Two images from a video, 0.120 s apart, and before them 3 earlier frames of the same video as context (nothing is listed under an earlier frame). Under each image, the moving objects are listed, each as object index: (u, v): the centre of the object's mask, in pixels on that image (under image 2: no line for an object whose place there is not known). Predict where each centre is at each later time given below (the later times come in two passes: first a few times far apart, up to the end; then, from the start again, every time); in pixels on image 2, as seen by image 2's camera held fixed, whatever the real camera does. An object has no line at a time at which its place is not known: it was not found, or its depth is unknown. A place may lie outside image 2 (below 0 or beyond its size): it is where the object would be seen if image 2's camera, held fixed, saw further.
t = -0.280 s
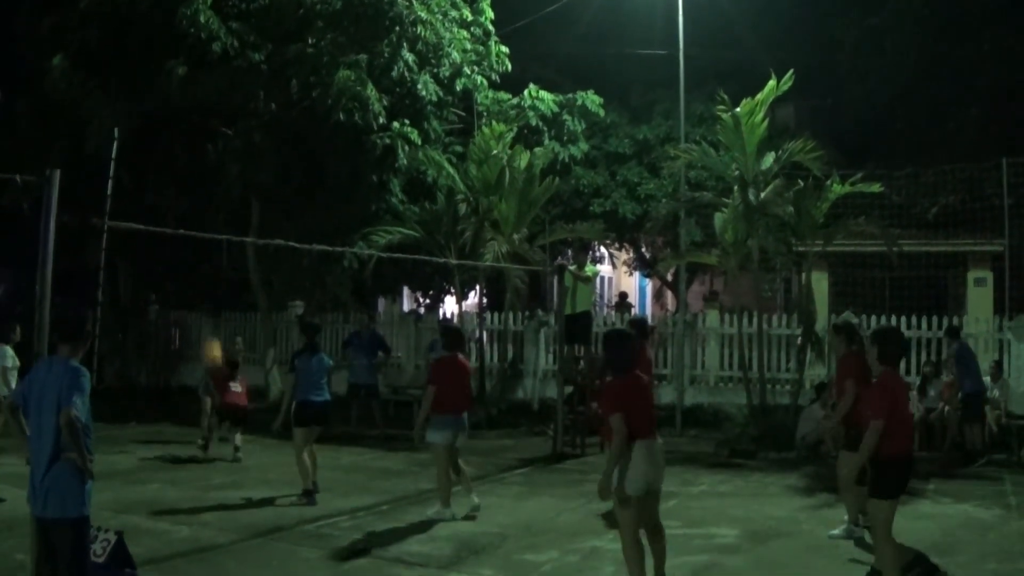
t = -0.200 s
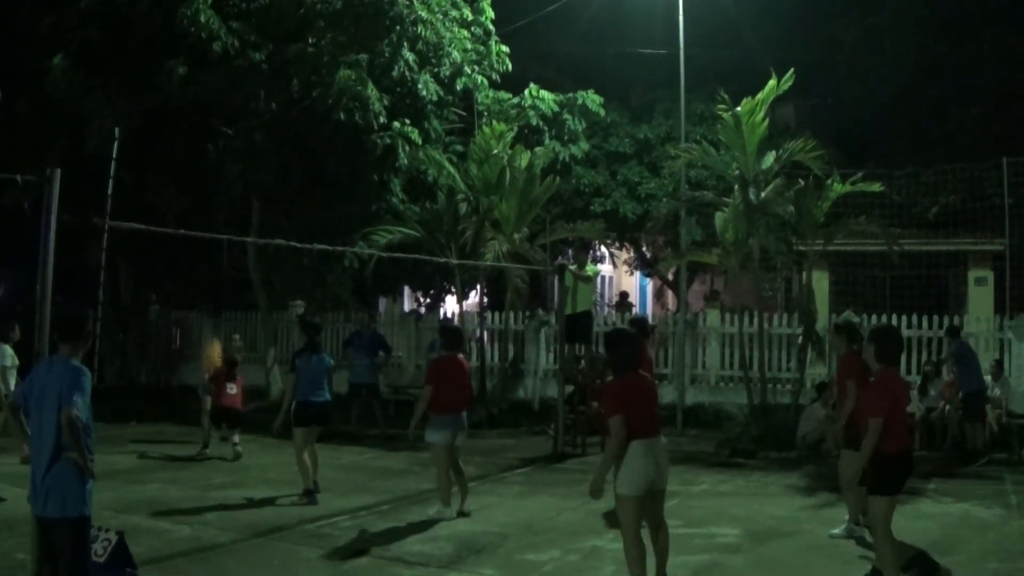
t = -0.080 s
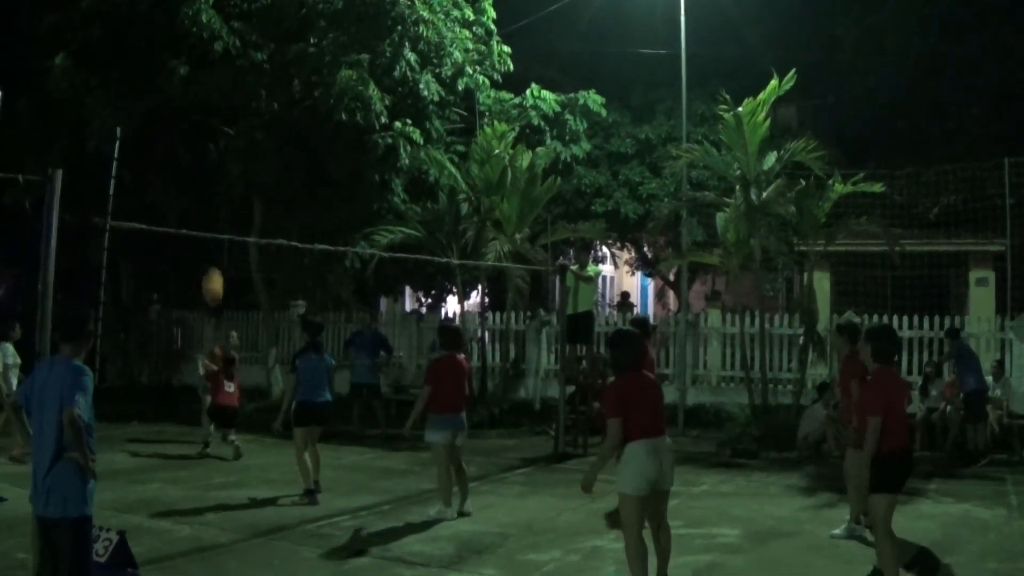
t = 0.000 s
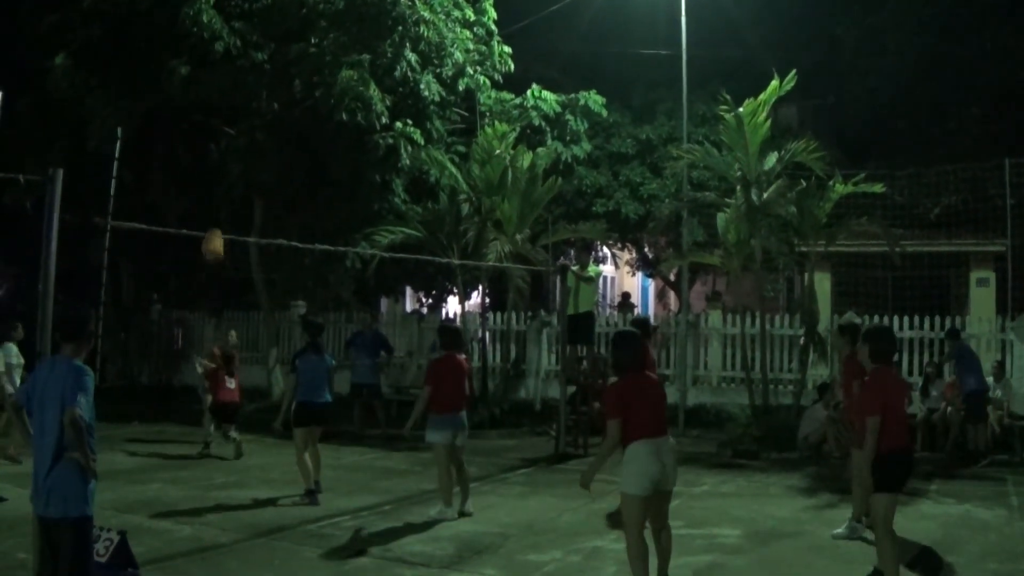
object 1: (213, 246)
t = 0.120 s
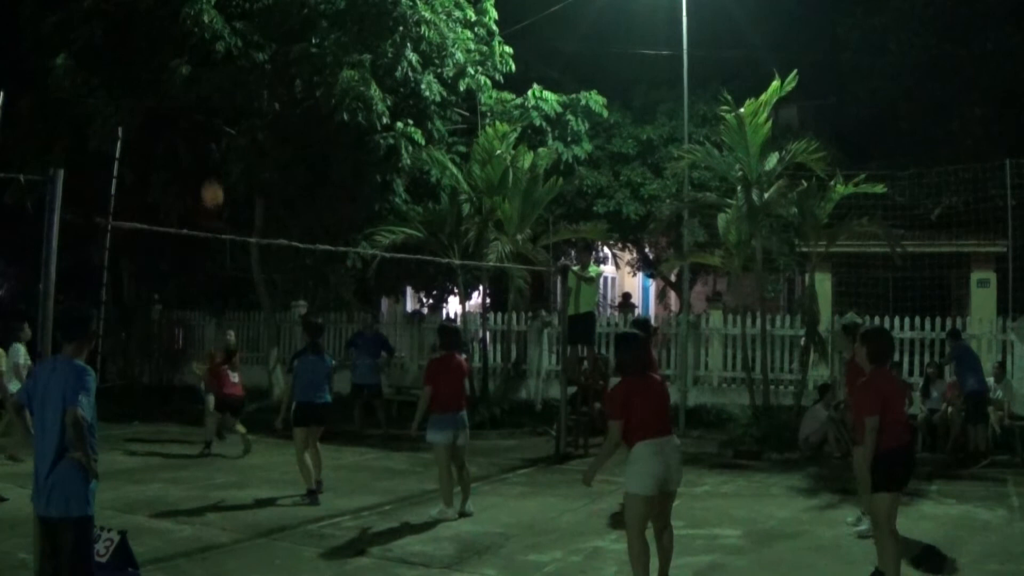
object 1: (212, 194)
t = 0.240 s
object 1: (210, 155)
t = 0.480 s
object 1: (204, 114)
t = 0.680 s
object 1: (197, 118)
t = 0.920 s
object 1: (186, 172)
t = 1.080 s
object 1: (177, 240)
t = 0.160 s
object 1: (211, 180)
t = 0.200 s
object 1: (211, 167)
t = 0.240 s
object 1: (210, 155)
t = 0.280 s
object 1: (209, 146)
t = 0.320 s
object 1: (208, 137)
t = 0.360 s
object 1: (207, 129)
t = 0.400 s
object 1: (206, 122)
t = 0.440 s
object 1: (205, 118)
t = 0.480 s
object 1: (204, 114)
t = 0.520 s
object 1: (202, 113)
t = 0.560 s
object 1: (201, 112)
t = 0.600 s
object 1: (200, 112)
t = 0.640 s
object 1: (198, 115)
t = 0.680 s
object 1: (197, 118)
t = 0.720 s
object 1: (195, 124)
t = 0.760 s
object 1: (193, 130)
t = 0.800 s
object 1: (192, 138)
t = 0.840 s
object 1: (190, 148)
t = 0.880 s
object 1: (188, 159)
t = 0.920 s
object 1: (186, 172)
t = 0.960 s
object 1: (184, 186)
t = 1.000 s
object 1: (182, 202)
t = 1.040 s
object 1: (179, 221)
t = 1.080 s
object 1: (177, 240)
